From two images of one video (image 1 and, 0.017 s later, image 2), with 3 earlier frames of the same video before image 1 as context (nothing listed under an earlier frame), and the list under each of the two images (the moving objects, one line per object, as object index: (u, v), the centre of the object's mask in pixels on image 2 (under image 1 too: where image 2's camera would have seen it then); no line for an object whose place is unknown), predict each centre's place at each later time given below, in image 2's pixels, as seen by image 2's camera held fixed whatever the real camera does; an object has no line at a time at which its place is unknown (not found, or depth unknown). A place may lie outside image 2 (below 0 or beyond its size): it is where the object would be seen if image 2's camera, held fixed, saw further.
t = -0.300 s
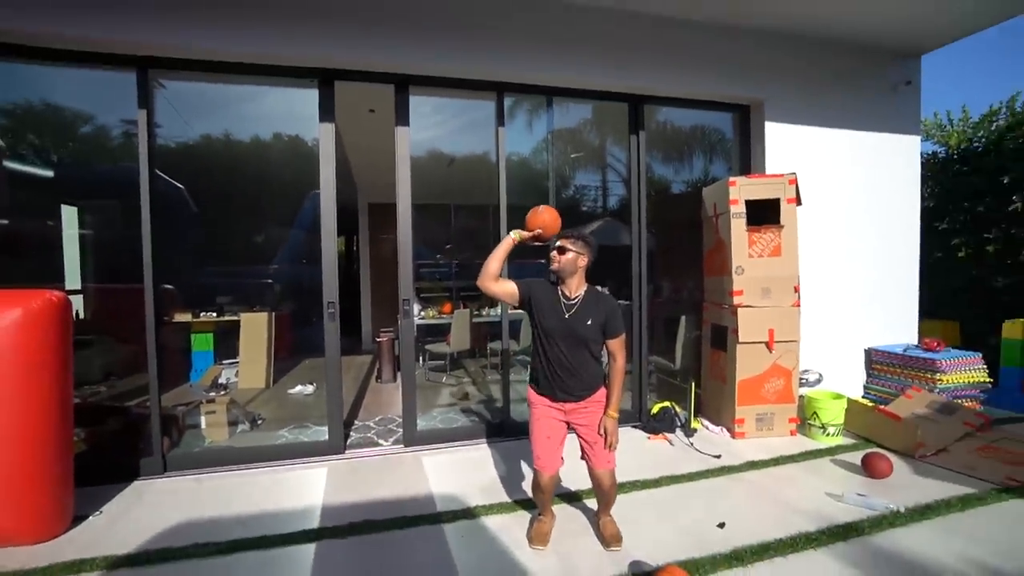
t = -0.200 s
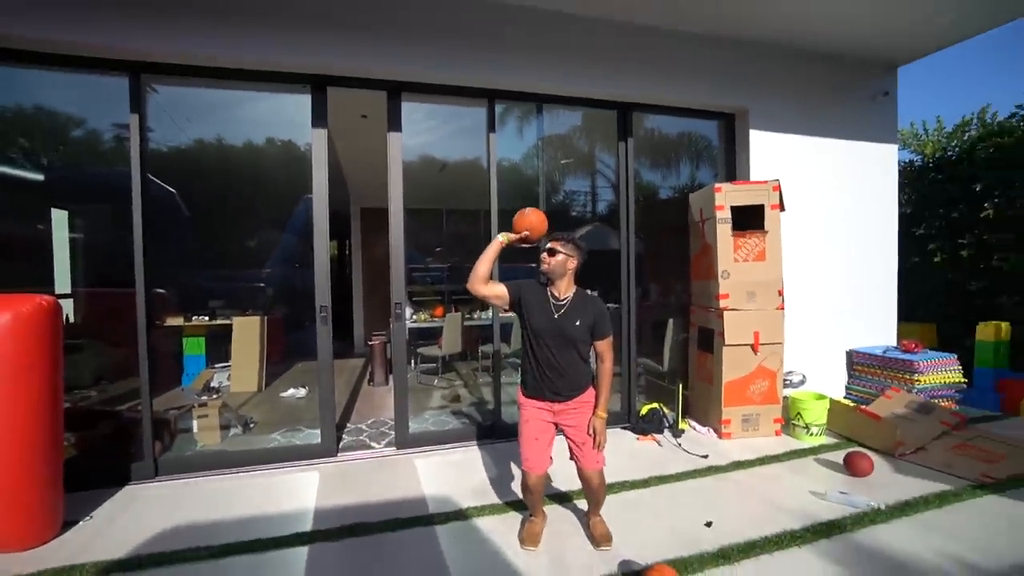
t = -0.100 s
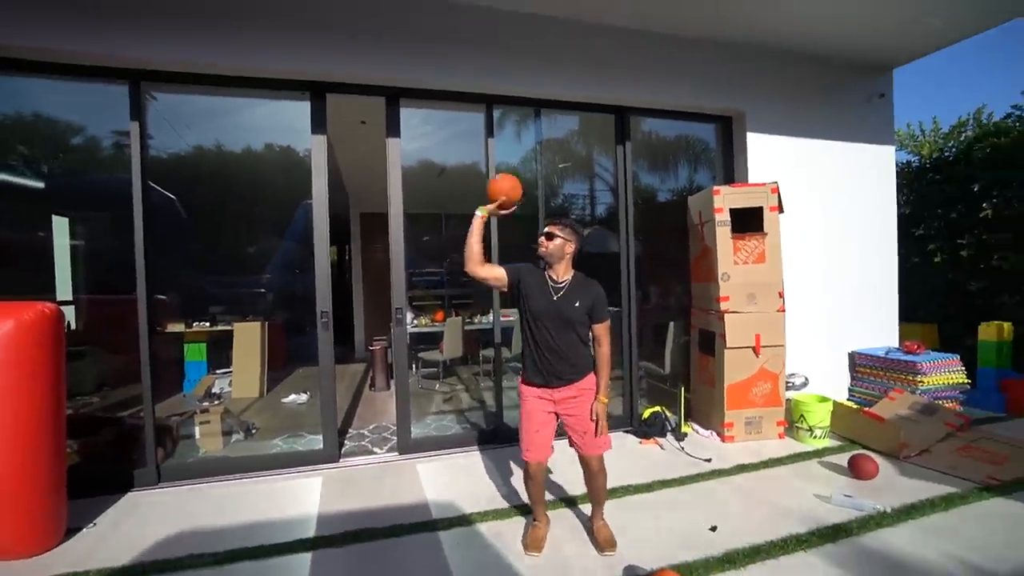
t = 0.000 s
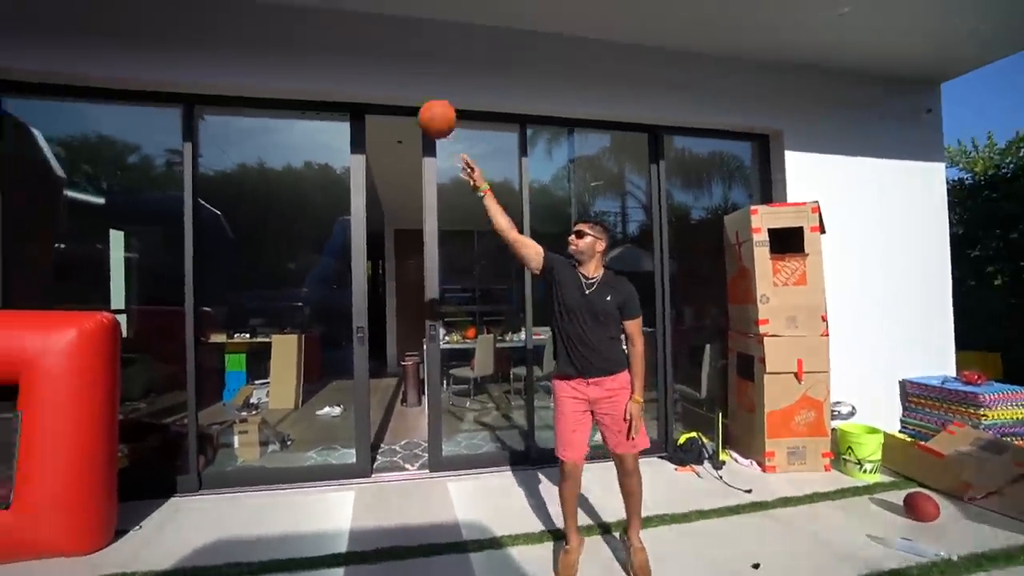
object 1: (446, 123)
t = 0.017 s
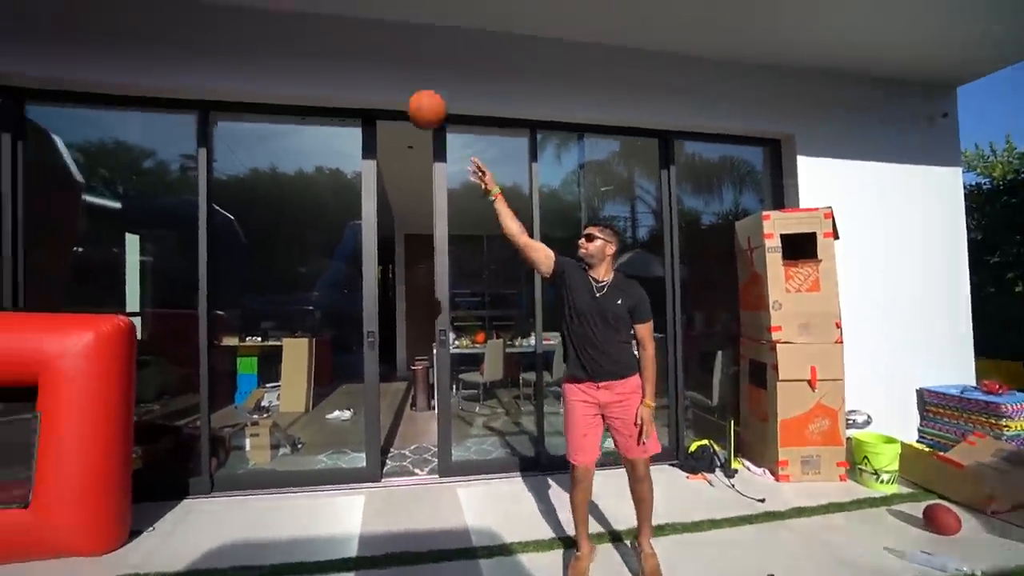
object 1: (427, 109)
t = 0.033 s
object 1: (405, 96)
